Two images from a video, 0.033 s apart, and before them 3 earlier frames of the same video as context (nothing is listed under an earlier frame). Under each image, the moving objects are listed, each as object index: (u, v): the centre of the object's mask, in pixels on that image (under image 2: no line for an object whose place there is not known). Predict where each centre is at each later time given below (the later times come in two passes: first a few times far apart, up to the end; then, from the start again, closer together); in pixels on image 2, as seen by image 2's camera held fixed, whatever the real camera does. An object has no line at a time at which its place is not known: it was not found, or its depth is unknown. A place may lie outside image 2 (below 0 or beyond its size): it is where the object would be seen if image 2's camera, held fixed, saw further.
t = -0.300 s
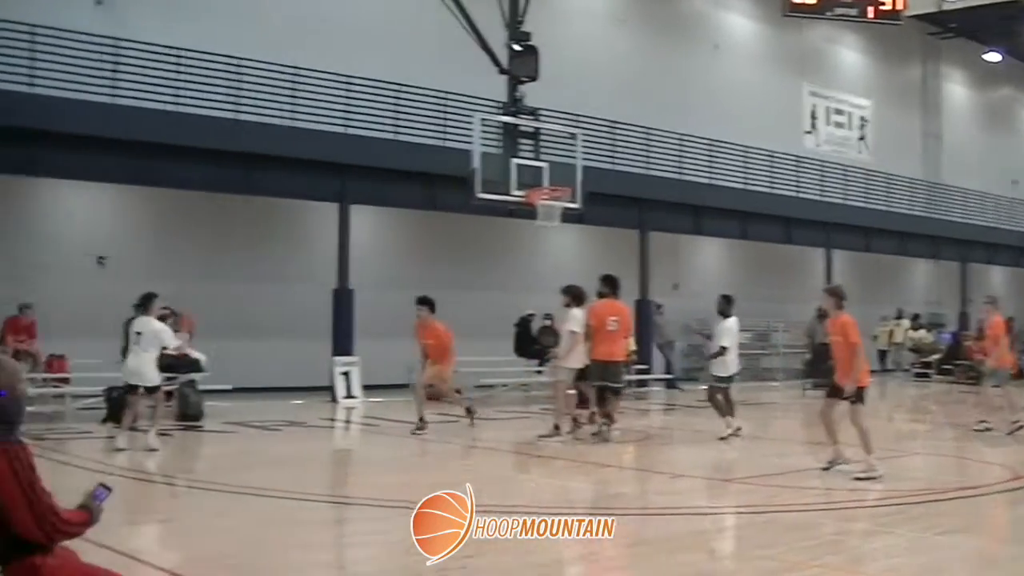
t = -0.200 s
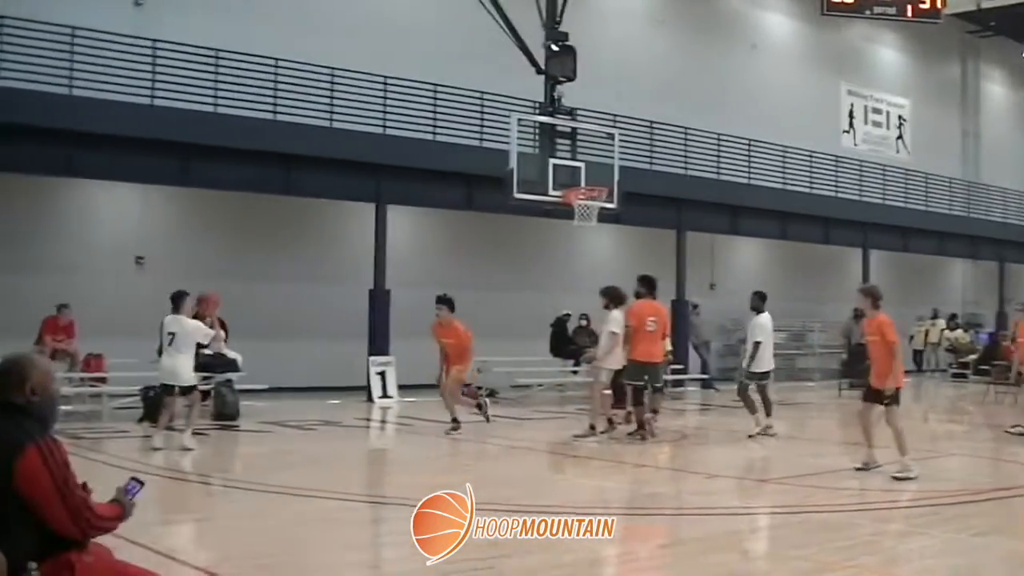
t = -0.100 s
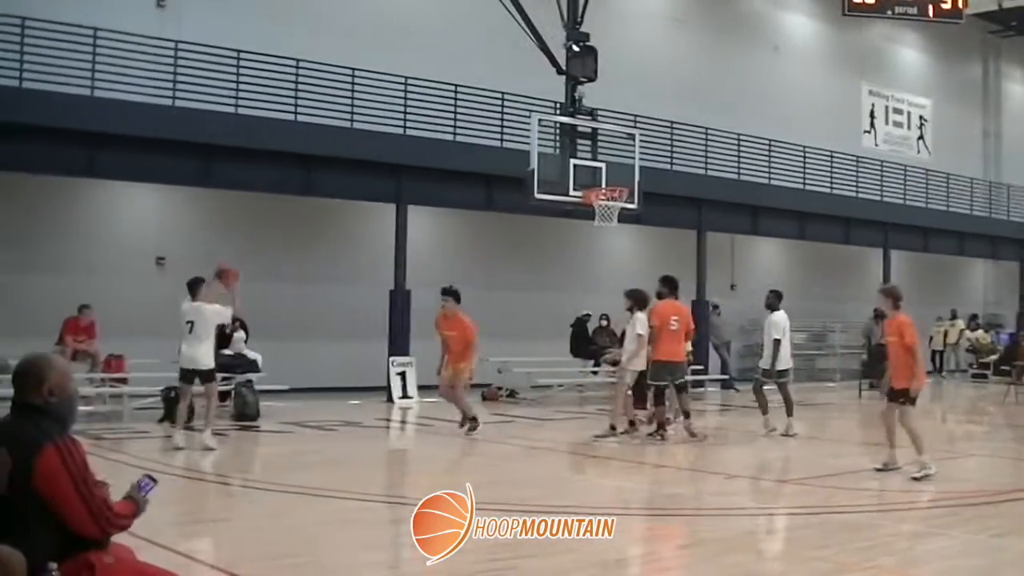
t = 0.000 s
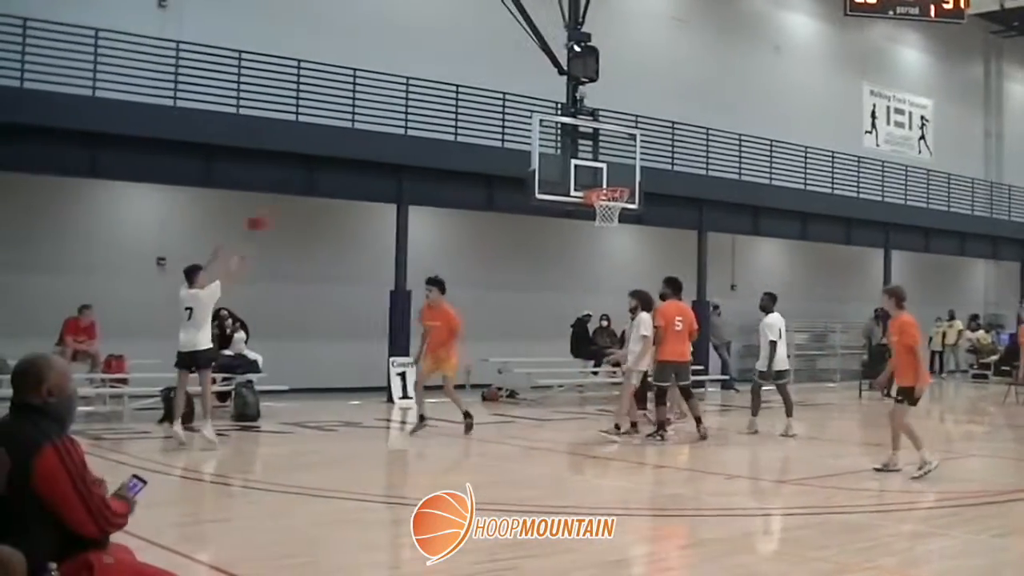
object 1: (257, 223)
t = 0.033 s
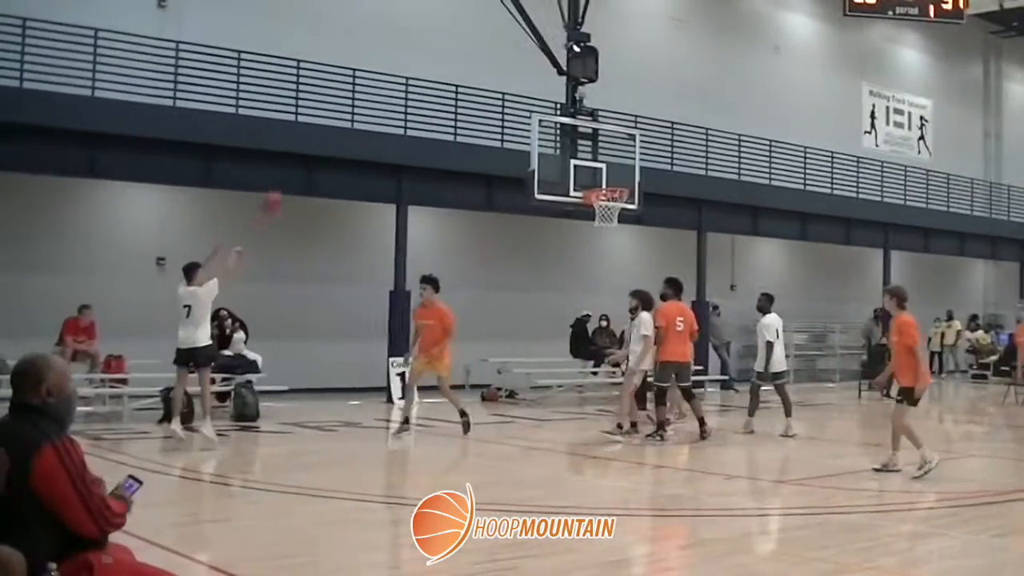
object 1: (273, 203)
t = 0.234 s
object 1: (346, 120)
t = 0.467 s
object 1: (426, 74)
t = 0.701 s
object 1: (498, 75)
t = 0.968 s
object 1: (574, 128)
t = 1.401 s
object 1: (612, 198)
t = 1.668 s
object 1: (616, 287)
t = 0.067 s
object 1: (284, 184)
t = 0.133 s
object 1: (308, 156)
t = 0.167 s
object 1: (322, 142)
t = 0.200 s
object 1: (335, 133)
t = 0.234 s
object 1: (346, 120)
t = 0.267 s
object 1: (357, 111)
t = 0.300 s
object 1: (369, 103)
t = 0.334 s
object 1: (381, 95)
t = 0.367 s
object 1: (393, 88)
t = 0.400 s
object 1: (404, 82)
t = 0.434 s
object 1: (415, 78)
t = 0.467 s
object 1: (426, 74)
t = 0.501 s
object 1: (436, 72)
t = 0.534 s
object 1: (447, 70)
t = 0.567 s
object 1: (457, 69)
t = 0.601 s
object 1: (468, 69)
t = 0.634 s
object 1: (478, 70)
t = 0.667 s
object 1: (488, 72)
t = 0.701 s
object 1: (498, 75)
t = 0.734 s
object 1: (508, 78)
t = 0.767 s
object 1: (517, 83)
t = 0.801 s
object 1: (527, 88)
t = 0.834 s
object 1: (536, 94)
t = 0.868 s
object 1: (546, 101)
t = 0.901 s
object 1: (556, 108)
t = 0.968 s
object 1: (574, 128)
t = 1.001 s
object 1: (582, 136)
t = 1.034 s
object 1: (592, 147)
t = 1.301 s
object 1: (610, 195)
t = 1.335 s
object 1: (609, 199)
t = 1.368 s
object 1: (610, 198)
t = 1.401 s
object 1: (612, 198)
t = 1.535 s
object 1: (615, 245)
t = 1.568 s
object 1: (615, 254)
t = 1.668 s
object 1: (616, 287)
